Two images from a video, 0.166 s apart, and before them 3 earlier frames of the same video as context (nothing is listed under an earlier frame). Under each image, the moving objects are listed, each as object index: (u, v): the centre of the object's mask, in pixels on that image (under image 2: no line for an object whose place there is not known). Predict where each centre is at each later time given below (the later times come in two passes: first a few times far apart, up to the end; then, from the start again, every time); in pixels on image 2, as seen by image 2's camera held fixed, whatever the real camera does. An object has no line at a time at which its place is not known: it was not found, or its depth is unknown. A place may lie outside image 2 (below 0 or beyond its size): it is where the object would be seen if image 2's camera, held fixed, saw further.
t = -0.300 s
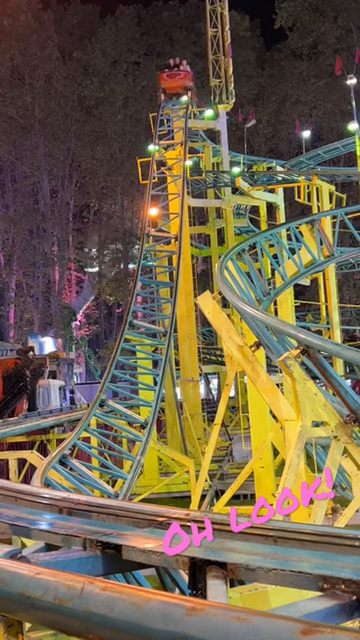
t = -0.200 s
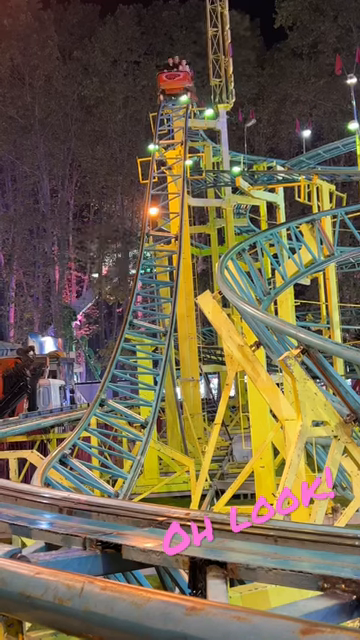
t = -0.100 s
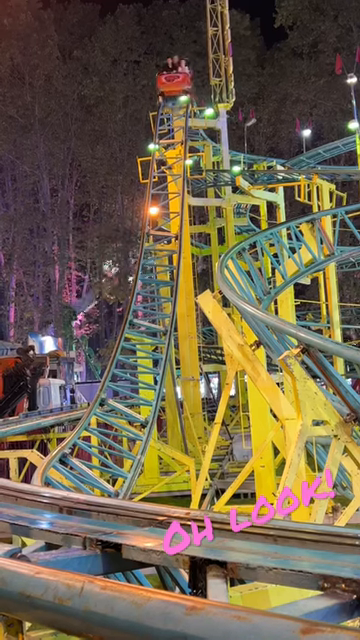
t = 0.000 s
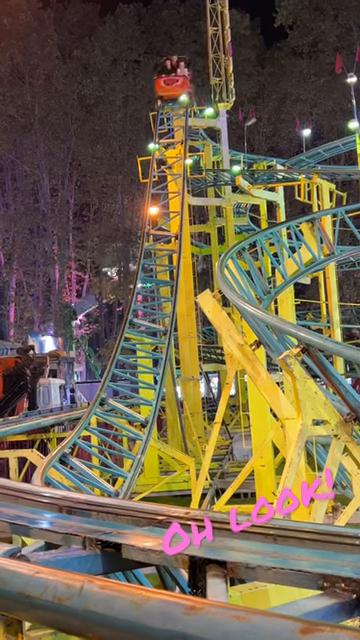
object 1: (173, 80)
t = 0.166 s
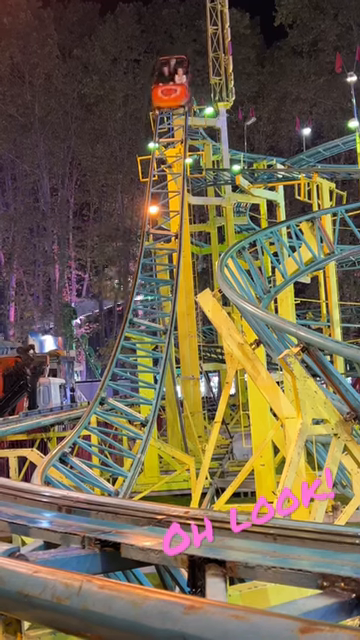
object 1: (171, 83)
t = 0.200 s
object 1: (171, 86)
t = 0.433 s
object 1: (169, 106)
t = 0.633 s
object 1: (167, 130)
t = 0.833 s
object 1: (164, 165)
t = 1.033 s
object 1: (162, 211)
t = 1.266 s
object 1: (157, 273)
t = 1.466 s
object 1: (149, 326)
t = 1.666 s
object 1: (137, 388)
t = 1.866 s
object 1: (117, 437)
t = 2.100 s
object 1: (225, 455)
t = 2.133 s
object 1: (248, 452)
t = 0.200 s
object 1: (171, 86)
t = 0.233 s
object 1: (170, 88)
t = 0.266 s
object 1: (170, 90)
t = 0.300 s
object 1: (170, 93)
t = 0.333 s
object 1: (169, 95)
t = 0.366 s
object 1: (169, 97)
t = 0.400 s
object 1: (169, 102)
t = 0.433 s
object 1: (169, 106)
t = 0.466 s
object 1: (168, 109)
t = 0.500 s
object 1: (168, 115)
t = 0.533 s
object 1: (168, 118)
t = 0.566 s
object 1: (168, 122)
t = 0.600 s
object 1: (167, 126)
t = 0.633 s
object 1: (167, 130)
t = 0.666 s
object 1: (166, 135)
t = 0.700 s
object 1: (166, 140)
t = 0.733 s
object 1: (165, 147)
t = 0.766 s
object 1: (165, 153)
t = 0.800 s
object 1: (165, 158)
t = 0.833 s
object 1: (164, 165)
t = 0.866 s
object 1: (164, 172)
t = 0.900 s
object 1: (164, 181)
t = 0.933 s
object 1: (164, 188)
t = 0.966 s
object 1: (163, 196)
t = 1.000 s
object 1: (162, 205)
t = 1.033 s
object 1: (162, 211)
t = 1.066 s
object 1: (161, 219)
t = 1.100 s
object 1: (161, 227)
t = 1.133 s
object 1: (161, 236)
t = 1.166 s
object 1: (159, 246)
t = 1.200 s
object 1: (158, 254)
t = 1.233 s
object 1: (158, 262)
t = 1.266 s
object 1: (157, 273)
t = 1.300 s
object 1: (156, 281)
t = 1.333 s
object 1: (155, 289)
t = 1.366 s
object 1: (154, 299)
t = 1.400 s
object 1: (152, 307)
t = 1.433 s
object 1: (151, 318)
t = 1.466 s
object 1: (149, 326)
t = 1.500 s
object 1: (147, 337)
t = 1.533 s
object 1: (146, 346)
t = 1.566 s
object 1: (144, 356)
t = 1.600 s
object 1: (142, 367)
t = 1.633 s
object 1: (140, 377)
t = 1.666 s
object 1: (137, 388)
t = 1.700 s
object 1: (134, 396)
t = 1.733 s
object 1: (131, 407)
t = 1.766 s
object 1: (129, 415)
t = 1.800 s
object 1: (125, 425)
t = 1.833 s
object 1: (117, 433)
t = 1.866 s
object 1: (117, 437)
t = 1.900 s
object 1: (119, 442)
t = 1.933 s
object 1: (122, 446)
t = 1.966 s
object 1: (129, 448)
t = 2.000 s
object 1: (142, 449)
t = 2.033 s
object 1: (160, 451)
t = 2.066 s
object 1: (190, 453)
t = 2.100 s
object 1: (225, 455)
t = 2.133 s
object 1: (248, 452)
